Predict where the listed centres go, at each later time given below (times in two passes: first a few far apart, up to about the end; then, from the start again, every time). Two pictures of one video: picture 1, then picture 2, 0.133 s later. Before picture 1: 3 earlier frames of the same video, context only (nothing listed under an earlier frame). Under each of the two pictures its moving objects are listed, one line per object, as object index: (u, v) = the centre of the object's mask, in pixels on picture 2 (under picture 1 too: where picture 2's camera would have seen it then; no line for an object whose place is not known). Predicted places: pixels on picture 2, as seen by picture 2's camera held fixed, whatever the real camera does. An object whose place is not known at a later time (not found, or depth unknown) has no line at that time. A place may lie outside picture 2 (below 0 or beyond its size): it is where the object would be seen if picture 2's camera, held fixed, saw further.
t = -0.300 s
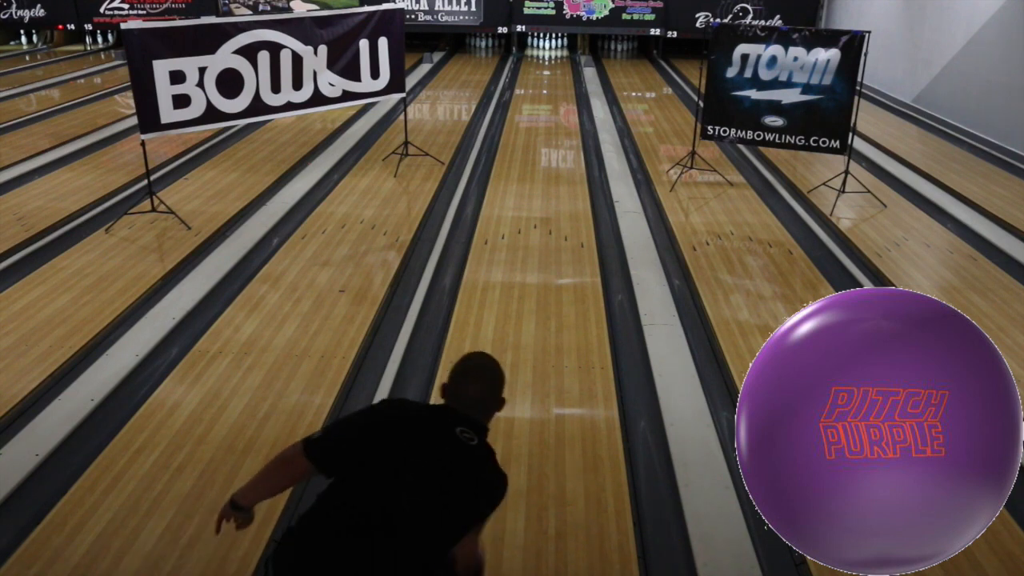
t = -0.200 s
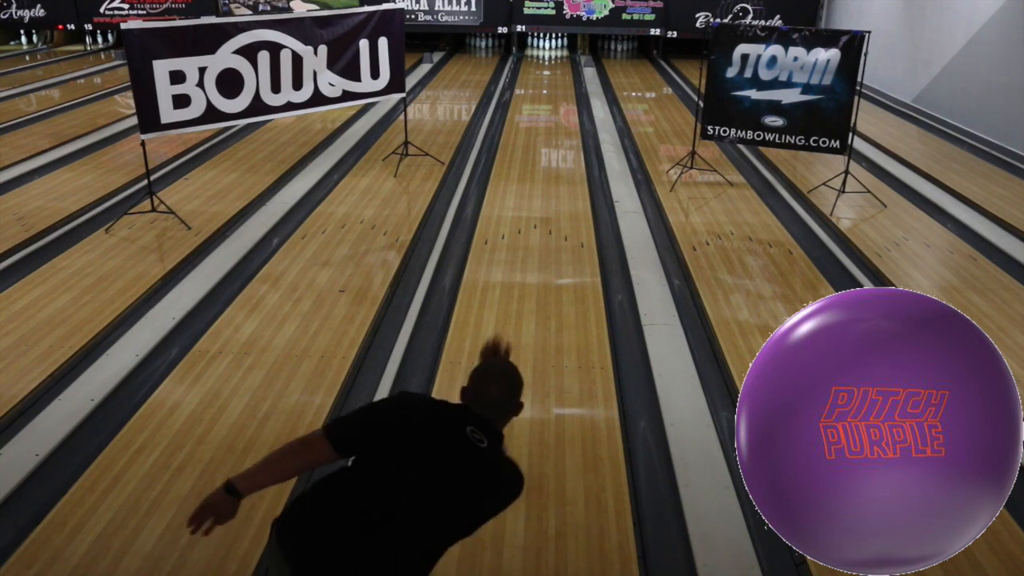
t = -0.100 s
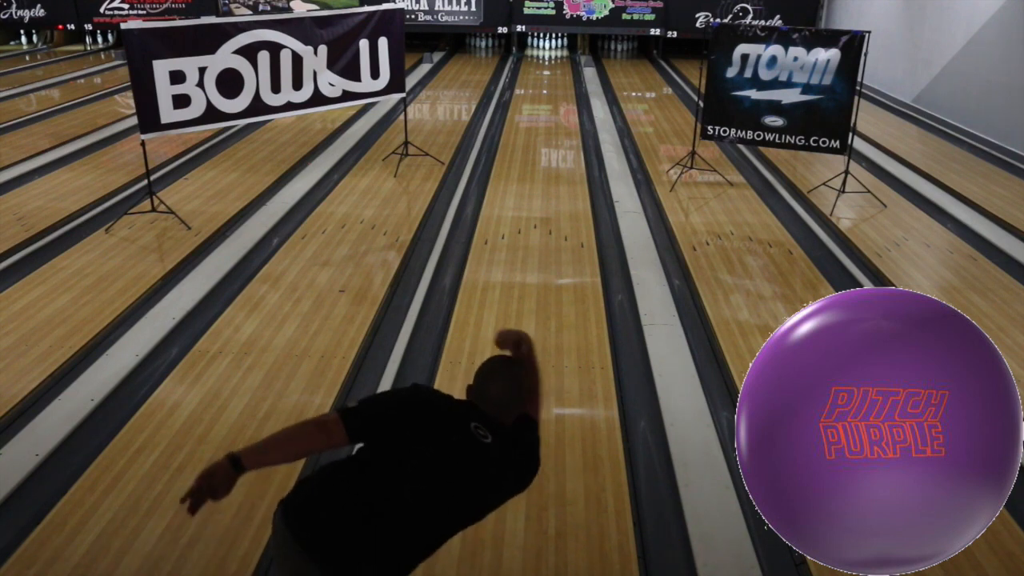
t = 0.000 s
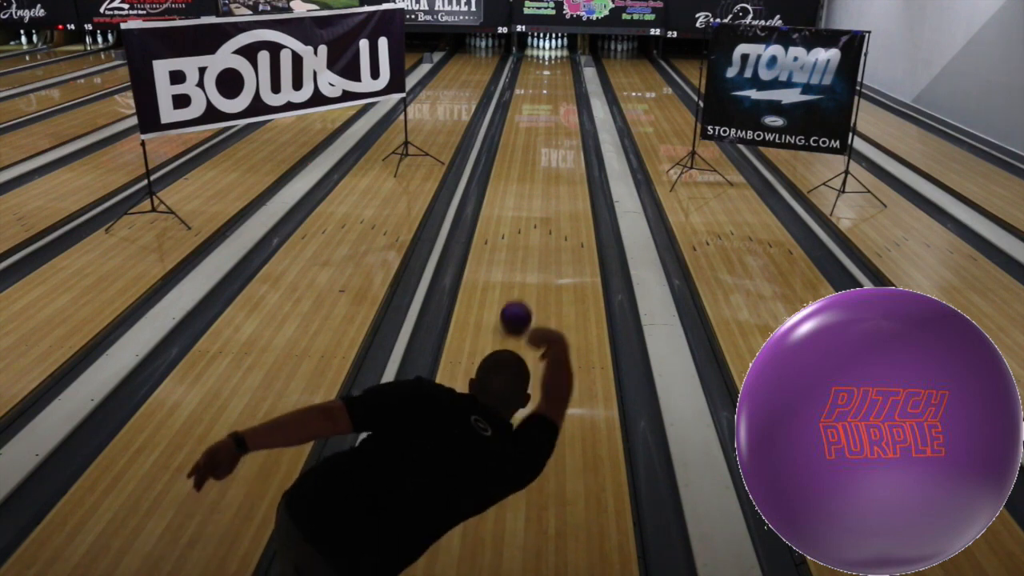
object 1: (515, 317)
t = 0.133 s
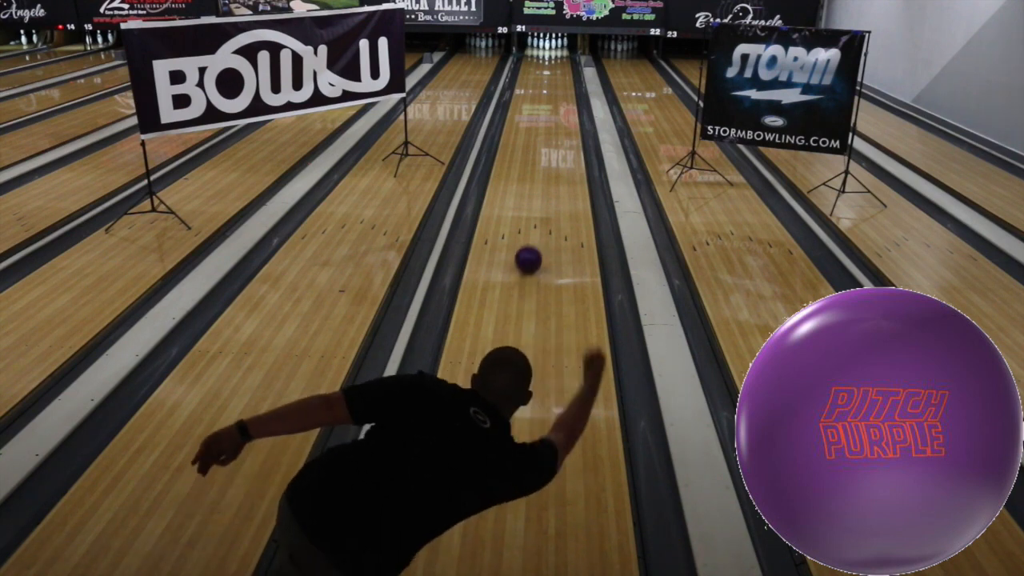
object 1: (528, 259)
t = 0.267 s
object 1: (537, 218)
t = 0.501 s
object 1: (547, 168)
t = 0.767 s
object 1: (554, 129)
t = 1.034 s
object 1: (558, 103)
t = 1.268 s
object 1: (560, 85)
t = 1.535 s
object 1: (561, 70)
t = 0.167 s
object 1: (531, 248)
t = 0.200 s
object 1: (533, 237)
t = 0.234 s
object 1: (535, 227)
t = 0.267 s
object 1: (537, 218)
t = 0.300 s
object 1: (539, 209)
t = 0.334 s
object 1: (540, 201)
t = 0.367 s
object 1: (542, 194)
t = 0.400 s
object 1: (543, 187)
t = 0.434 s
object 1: (545, 180)
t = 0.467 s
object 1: (546, 174)
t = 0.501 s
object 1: (547, 168)
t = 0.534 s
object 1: (548, 162)
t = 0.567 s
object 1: (549, 157)
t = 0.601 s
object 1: (551, 152)
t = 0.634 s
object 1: (551, 147)
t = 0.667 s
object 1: (552, 142)
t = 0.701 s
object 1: (553, 137)
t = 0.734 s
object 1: (554, 133)
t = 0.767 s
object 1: (554, 129)
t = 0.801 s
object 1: (555, 126)
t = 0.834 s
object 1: (555, 122)
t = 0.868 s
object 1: (556, 118)
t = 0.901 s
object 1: (557, 115)
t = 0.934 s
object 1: (557, 111)
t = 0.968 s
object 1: (558, 108)
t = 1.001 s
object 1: (558, 105)
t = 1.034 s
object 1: (558, 103)
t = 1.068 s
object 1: (559, 100)
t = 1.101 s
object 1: (559, 97)
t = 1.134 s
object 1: (559, 95)
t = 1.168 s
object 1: (560, 92)
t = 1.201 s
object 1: (560, 90)
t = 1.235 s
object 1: (560, 87)
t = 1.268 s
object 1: (560, 85)
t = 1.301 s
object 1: (561, 83)
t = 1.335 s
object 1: (561, 81)
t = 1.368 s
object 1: (561, 79)
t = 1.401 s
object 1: (561, 77)
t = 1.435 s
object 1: (561, 75)
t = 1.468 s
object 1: (561, 73)
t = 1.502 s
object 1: (561, 71)
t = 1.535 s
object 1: (561, 70)
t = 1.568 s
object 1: (561, 68)
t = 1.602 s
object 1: (560, 67)
